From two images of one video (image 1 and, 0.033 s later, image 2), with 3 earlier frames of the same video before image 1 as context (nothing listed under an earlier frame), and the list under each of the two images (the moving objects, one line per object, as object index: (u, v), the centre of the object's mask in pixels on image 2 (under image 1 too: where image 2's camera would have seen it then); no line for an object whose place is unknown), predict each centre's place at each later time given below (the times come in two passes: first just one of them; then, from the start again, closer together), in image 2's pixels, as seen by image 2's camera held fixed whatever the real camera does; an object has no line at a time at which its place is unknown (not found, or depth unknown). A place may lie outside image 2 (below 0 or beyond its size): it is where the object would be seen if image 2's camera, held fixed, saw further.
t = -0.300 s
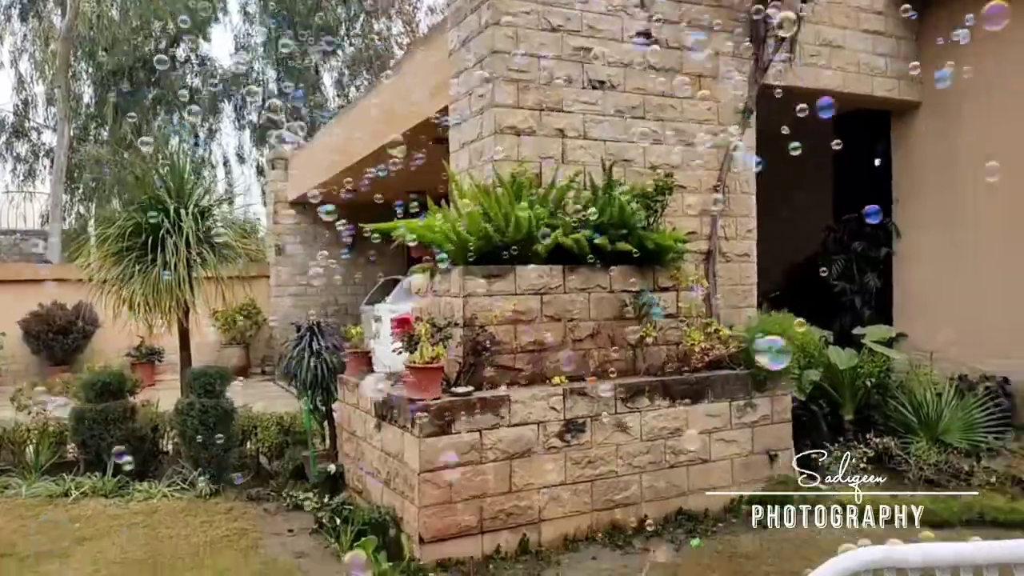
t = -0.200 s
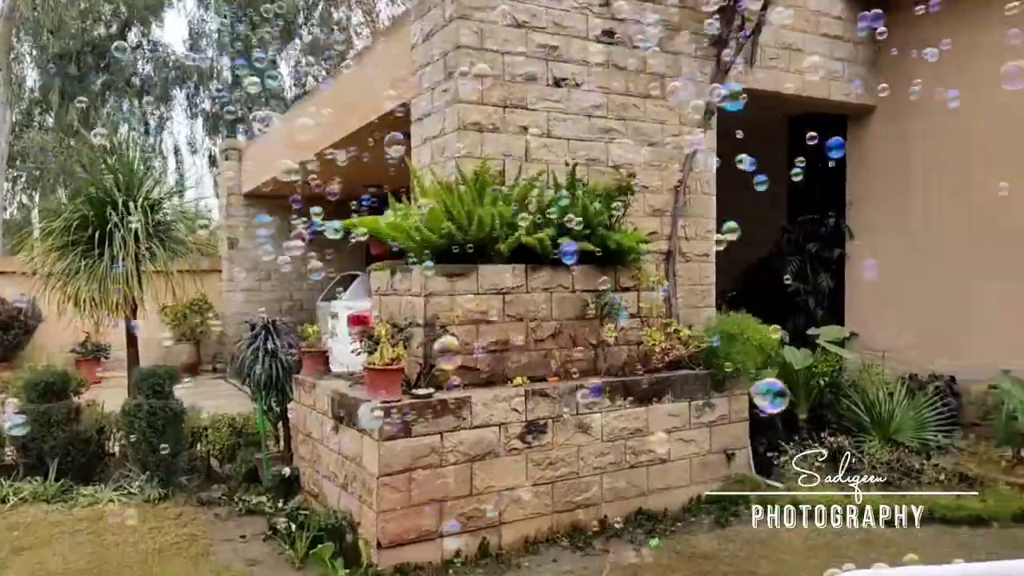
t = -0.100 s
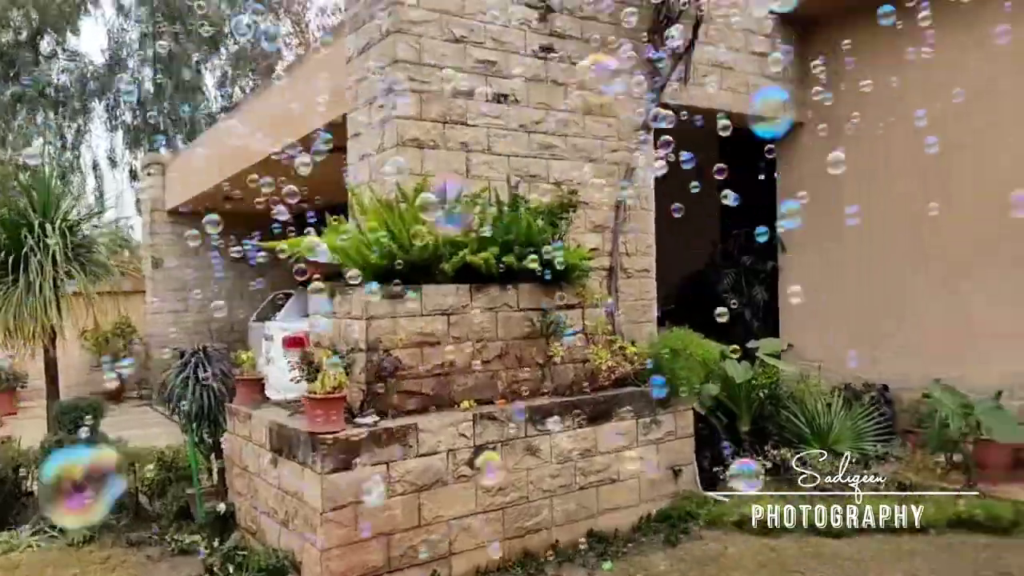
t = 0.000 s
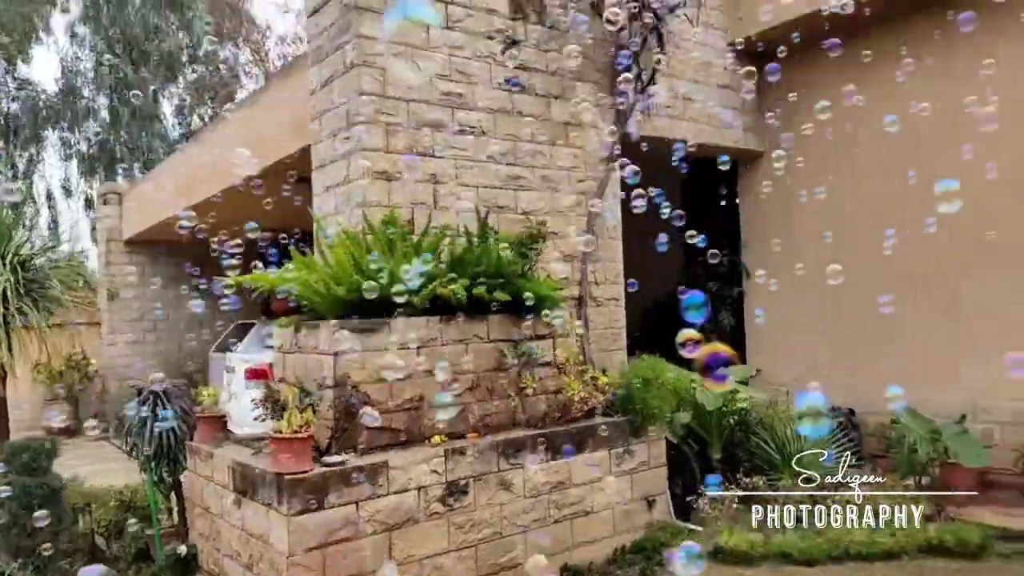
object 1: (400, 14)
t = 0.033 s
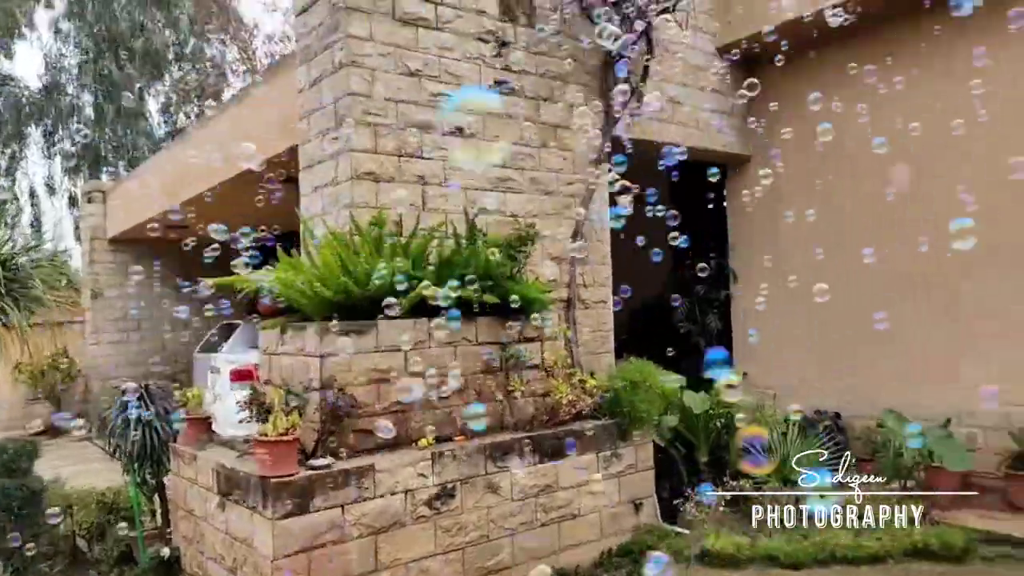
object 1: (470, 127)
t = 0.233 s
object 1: (448, 460)
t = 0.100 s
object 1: (564, 284)
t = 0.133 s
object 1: (563, 357)
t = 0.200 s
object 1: (485, 427)
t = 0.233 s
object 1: (448, 460)
